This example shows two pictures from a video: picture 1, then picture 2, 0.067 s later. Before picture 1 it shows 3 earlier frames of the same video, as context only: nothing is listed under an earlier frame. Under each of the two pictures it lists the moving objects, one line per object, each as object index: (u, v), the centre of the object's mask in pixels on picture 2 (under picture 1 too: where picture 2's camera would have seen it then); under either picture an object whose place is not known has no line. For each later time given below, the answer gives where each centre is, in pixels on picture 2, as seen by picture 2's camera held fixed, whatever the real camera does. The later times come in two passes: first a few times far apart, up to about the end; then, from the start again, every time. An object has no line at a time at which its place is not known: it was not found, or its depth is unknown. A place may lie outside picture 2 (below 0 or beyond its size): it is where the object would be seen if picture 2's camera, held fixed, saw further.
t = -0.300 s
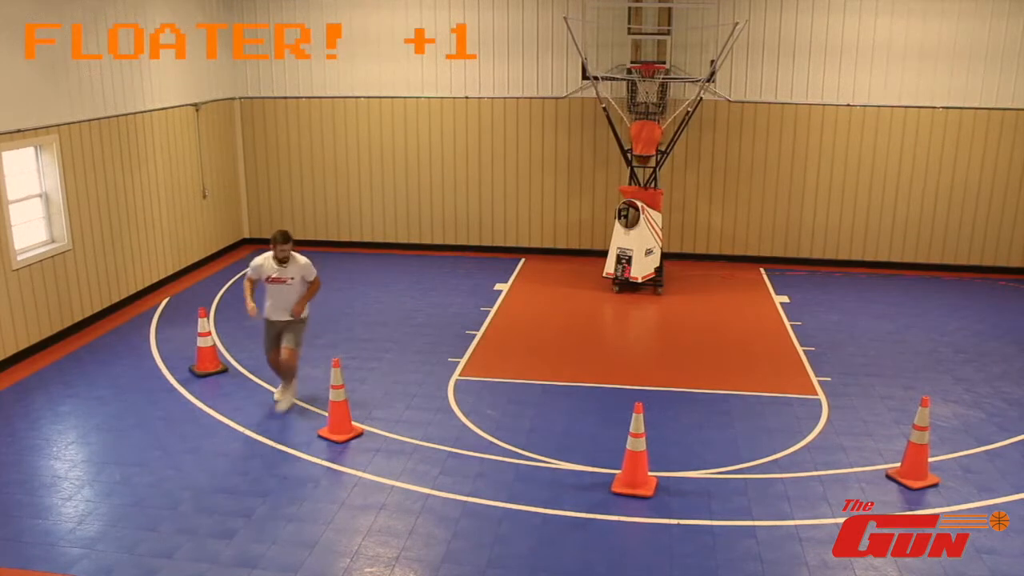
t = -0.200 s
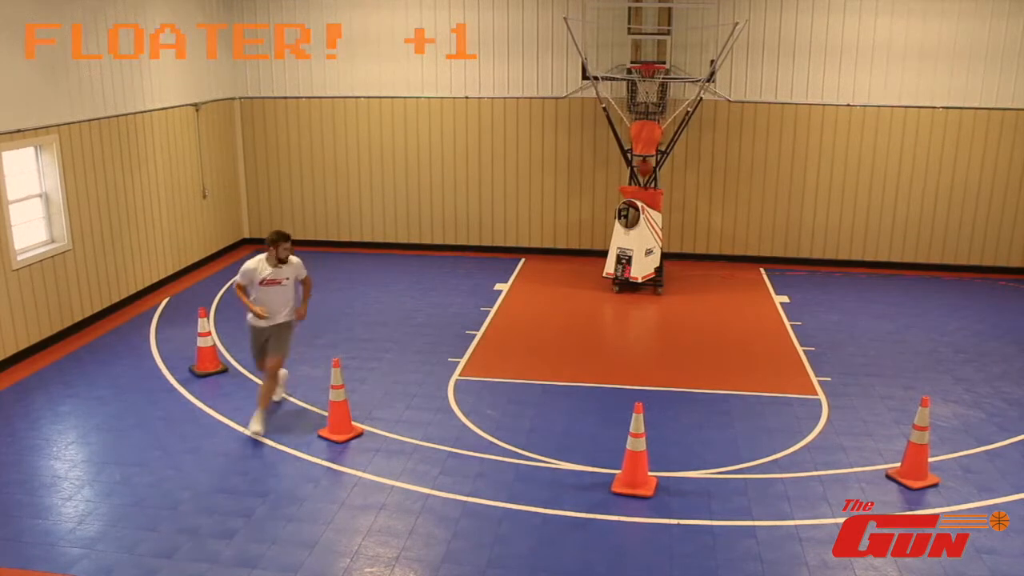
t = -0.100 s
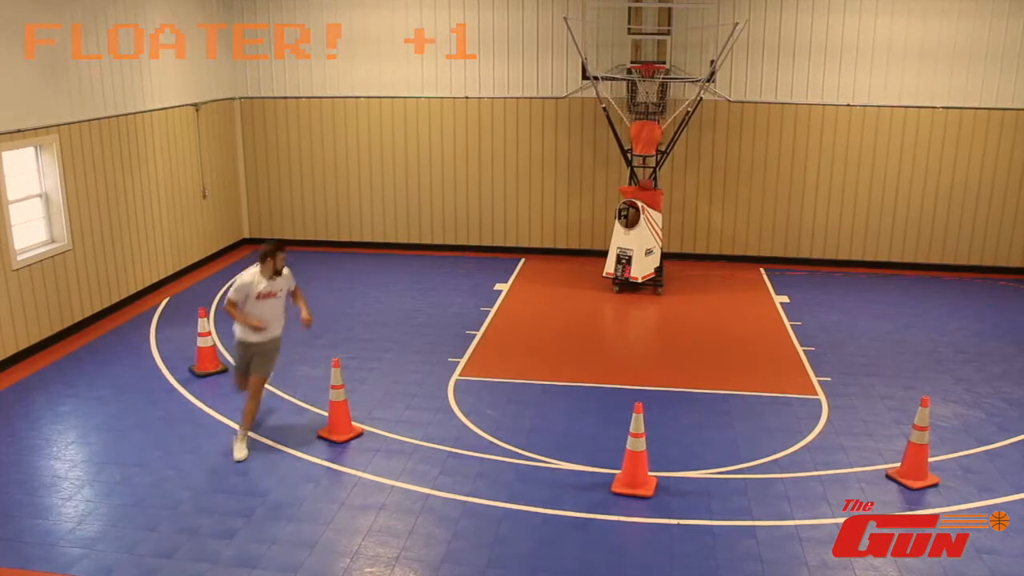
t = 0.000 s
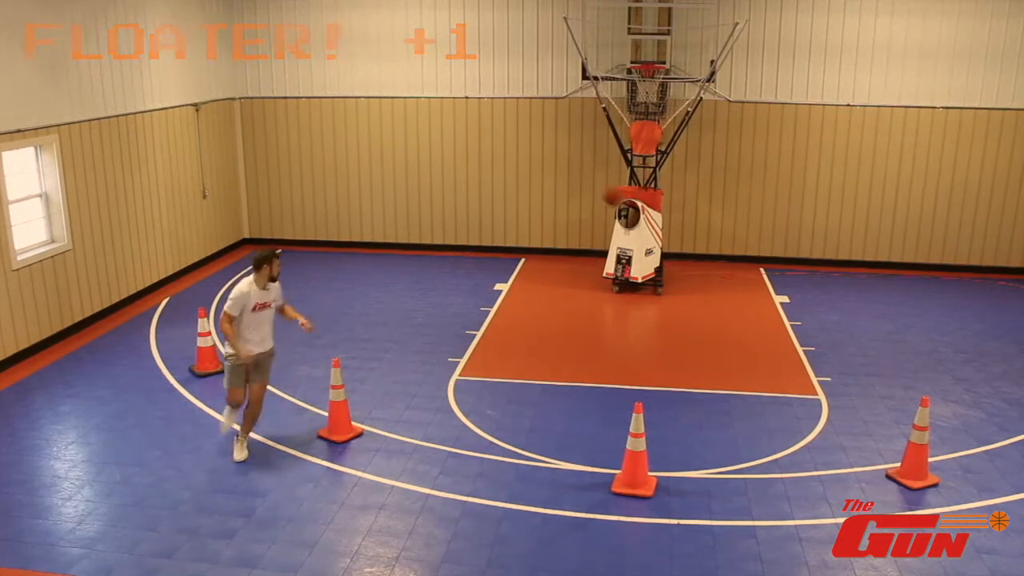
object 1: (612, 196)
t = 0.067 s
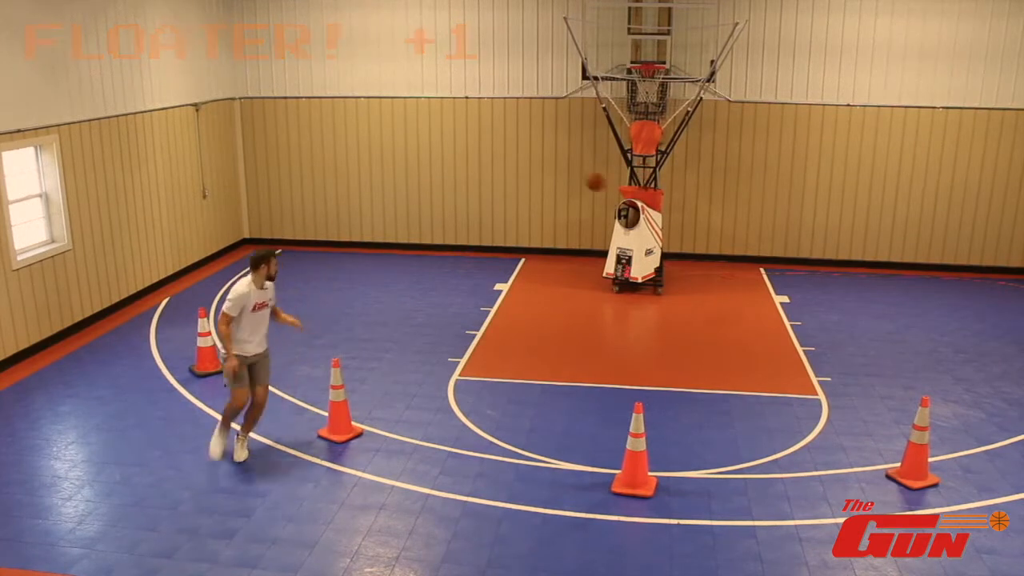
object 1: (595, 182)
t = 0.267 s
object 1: (534, 152)
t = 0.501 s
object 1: (443, 156)
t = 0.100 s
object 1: (586, 175)
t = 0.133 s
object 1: (577, 169)
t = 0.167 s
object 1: (566, 164)
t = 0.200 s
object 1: (556, 159)
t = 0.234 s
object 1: (546, 155)
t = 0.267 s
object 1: (534, 152)
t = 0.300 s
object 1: (523, 150)
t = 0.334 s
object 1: (510, 148)
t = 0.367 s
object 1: (498, 148)
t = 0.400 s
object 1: (485, 148)
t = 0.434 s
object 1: (472, 150)
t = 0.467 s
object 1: (458, 152)
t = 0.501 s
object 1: (443, 156)
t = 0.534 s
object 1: (427, 162)
